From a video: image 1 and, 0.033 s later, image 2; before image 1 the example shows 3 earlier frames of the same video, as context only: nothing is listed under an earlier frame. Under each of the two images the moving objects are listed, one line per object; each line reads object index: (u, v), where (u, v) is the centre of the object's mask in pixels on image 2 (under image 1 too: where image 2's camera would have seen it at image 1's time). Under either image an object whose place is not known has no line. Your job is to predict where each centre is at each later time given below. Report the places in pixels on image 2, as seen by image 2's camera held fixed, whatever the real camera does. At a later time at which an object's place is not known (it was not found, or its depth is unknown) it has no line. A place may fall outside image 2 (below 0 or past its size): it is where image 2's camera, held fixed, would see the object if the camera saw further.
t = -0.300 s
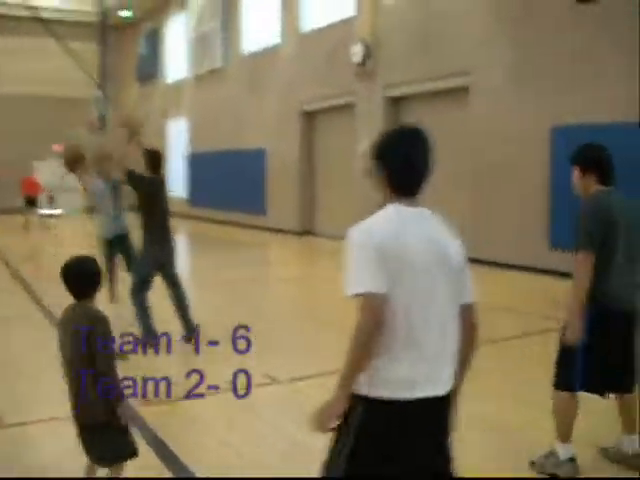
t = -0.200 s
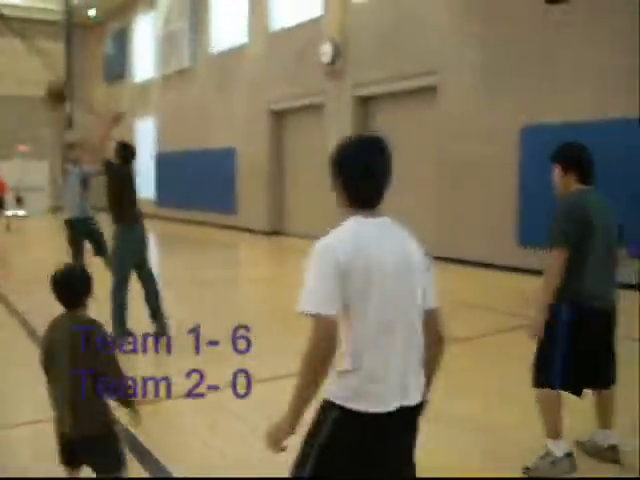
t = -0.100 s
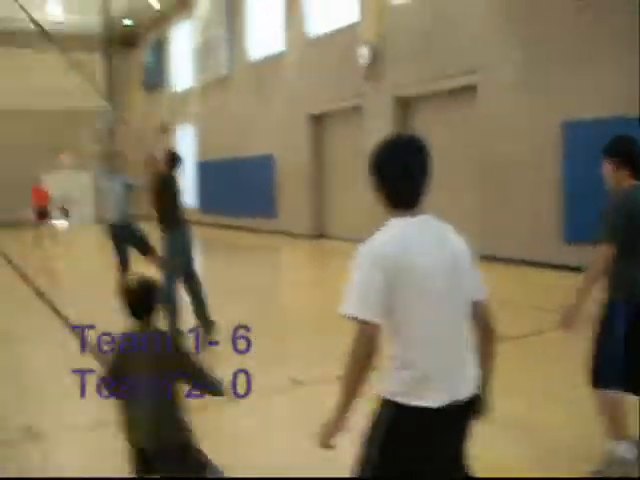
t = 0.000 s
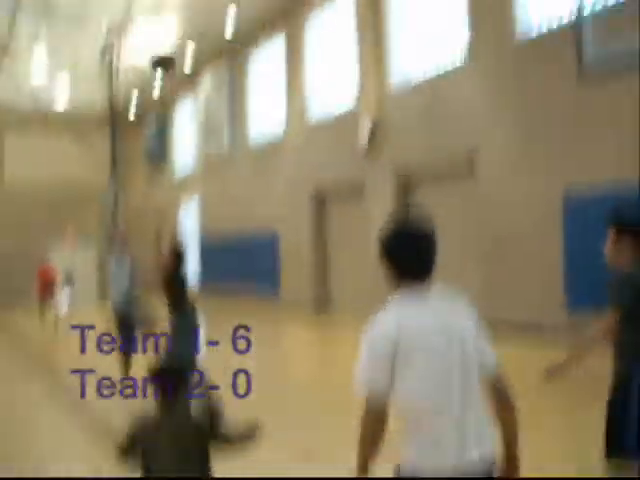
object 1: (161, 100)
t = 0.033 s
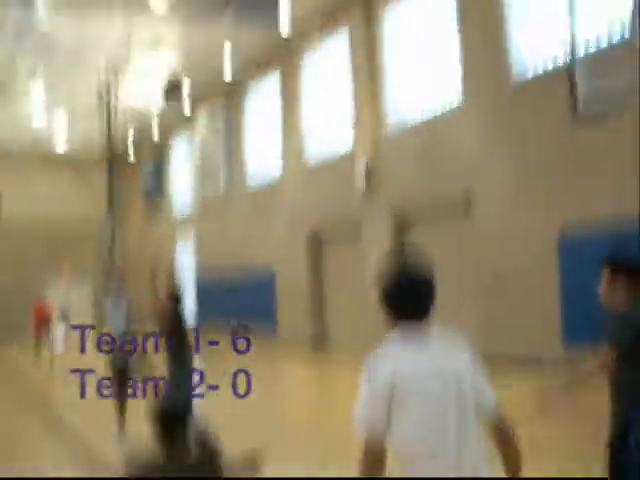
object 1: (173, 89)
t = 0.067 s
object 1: (182, 71)
